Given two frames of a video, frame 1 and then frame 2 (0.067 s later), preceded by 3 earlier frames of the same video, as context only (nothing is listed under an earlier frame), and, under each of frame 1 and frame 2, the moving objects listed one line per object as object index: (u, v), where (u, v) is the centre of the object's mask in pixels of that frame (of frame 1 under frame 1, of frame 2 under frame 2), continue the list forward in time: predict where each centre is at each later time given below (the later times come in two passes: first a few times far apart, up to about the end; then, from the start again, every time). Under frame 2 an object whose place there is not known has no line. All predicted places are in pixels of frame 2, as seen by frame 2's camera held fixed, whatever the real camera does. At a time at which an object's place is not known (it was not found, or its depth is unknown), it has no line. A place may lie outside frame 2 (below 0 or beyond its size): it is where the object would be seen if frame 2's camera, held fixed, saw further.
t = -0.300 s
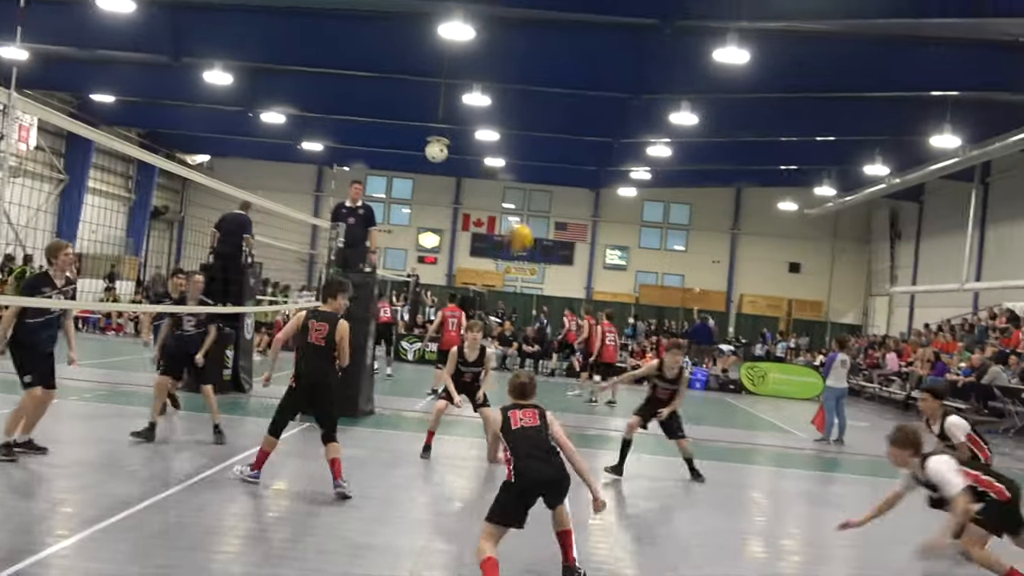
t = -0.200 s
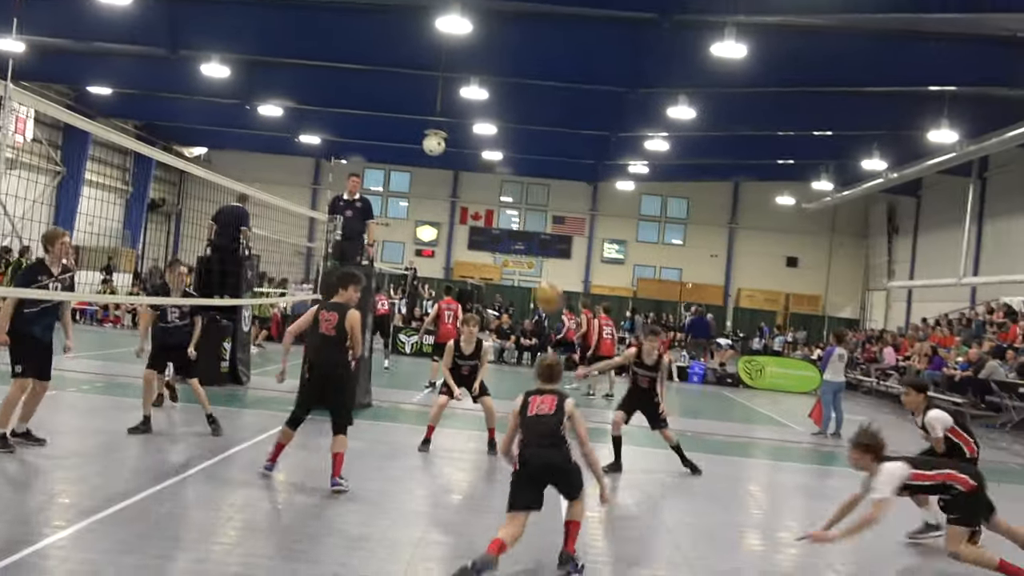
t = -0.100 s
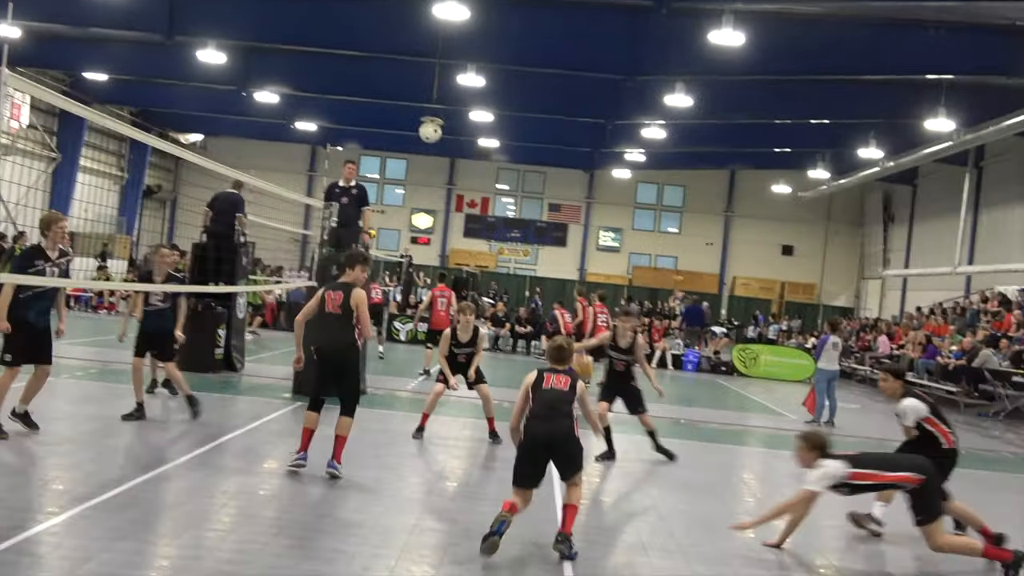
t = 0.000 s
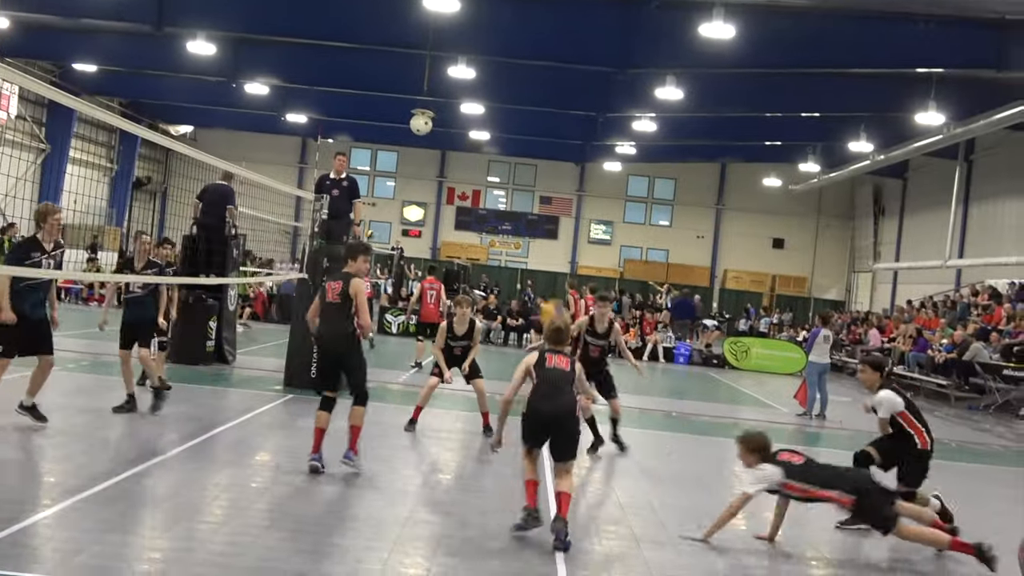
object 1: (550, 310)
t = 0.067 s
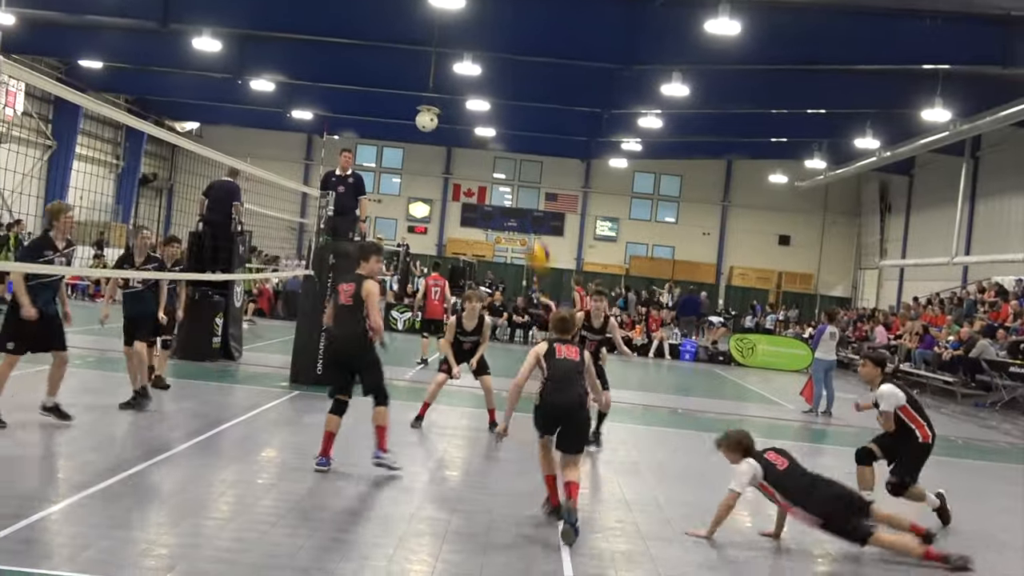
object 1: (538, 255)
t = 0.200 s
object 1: (490, 155)
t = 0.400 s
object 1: (423, 63)
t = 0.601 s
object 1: (357, 25)
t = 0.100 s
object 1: (527, 228)
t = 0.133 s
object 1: (515, 206)
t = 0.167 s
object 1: (502, 179)
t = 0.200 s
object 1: (490, 155)
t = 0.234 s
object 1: (480, 136)
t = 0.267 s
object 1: (468, 119)
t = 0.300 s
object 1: (456, 104)
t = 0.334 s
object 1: (447, 89)
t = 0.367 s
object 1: (436, 76)
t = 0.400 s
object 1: (423, 63)
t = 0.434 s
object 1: (413, 54)
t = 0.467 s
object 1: (402, 44)
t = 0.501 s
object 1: (391, 37)
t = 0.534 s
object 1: (380, 32)
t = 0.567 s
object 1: (369, 28)
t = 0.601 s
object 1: (357, 25)
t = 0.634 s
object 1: (346, 23)
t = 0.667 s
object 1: (336, 22)
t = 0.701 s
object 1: (325, 23)
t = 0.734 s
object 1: (315, 25)
